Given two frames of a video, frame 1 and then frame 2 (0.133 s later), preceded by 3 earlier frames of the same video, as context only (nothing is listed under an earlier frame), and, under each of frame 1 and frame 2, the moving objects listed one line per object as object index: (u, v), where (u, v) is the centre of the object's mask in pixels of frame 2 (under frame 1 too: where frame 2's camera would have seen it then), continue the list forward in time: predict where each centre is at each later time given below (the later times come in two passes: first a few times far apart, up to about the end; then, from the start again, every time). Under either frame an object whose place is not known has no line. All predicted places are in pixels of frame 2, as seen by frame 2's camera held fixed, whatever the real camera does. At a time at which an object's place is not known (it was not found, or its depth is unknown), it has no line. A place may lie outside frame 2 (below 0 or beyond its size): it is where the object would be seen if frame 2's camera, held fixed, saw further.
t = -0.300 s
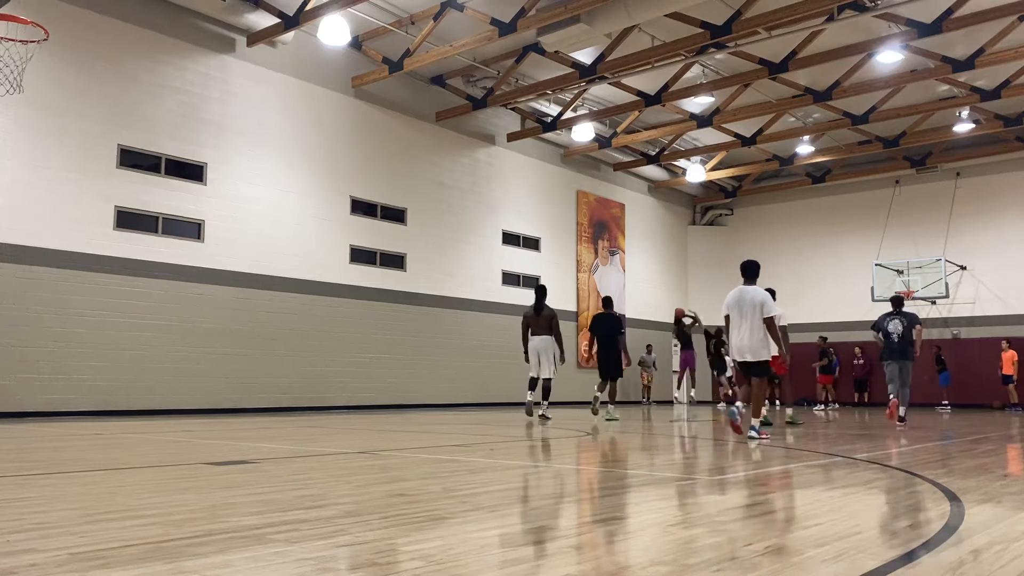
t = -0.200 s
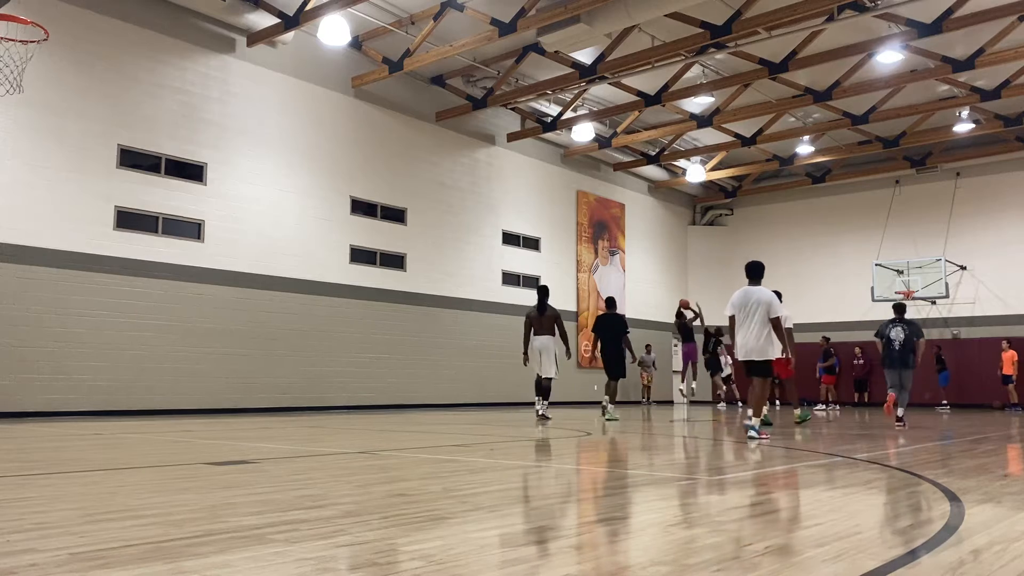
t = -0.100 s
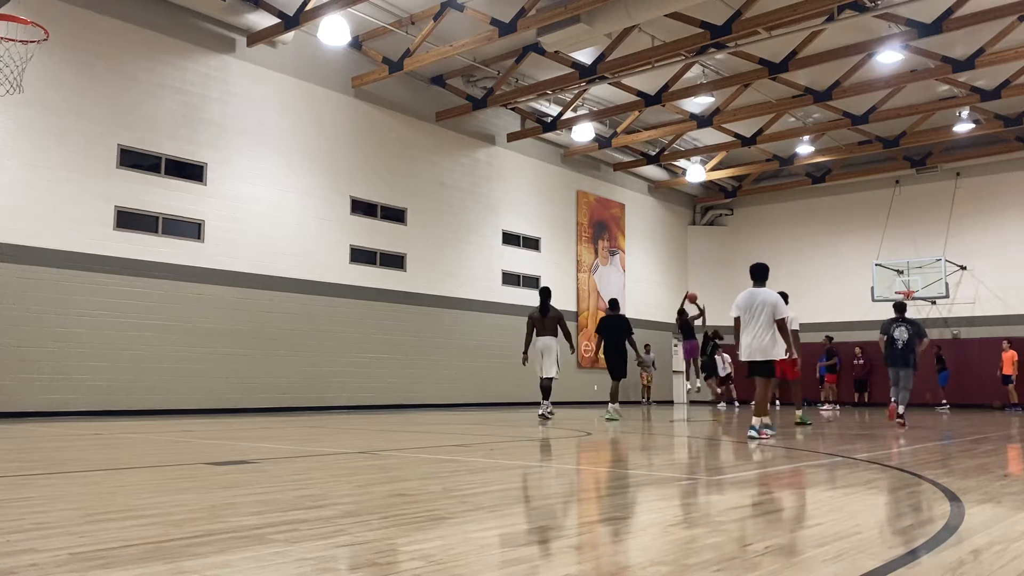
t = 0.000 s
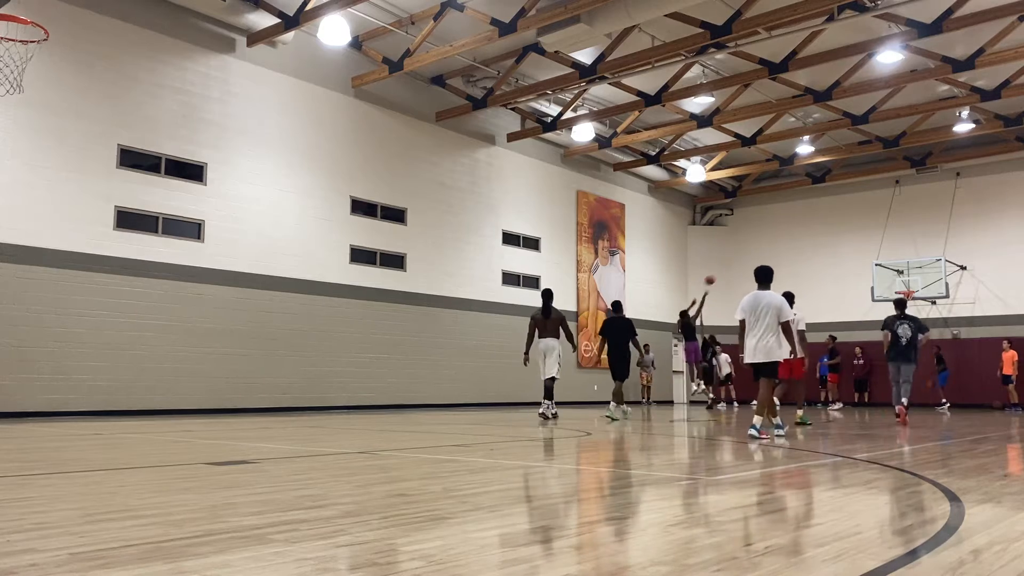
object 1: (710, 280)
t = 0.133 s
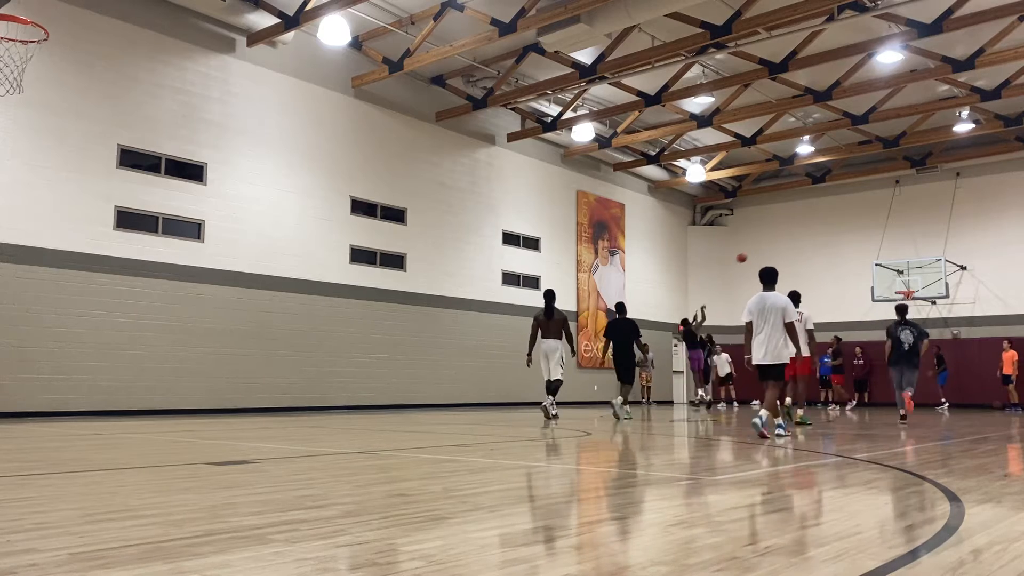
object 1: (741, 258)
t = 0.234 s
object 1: (764, 246)
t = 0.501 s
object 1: (824, 235)
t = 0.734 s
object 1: (874, 248)
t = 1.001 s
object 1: (929, 288)
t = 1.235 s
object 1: (976, 342)
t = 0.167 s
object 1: (749, 253)
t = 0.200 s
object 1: (757, 250)
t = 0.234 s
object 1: (764, 246)
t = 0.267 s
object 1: (772, 243)
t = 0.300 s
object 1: (780, 241)
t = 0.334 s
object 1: (788, 239)
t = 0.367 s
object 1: (795, 237)
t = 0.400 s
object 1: (802, 236)
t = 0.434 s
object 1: (810, 235)
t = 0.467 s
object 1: (817, 235)
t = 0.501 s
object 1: (824, 235)
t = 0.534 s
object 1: (831, 236)
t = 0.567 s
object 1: (839, 237)
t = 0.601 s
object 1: (846, 238)
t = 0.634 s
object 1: (853, 240)
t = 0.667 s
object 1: (860, 242)
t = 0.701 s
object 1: (867, 245)
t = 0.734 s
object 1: (874, 248)
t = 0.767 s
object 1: (881, 252)
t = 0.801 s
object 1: (888, 256)
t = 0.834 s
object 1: (895, 260)
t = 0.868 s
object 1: (902, 264)
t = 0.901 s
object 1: (909, 270)
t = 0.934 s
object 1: (916, 275)
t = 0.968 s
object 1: (922, 281)
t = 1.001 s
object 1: (929, 288)
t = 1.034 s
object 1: (936, 294)
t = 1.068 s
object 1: (942, 302)
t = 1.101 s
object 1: (949, 309)
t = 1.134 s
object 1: (956, 317)
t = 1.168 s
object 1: (963, 327)
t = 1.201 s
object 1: (969, 334)
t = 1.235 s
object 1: (976, 342)
